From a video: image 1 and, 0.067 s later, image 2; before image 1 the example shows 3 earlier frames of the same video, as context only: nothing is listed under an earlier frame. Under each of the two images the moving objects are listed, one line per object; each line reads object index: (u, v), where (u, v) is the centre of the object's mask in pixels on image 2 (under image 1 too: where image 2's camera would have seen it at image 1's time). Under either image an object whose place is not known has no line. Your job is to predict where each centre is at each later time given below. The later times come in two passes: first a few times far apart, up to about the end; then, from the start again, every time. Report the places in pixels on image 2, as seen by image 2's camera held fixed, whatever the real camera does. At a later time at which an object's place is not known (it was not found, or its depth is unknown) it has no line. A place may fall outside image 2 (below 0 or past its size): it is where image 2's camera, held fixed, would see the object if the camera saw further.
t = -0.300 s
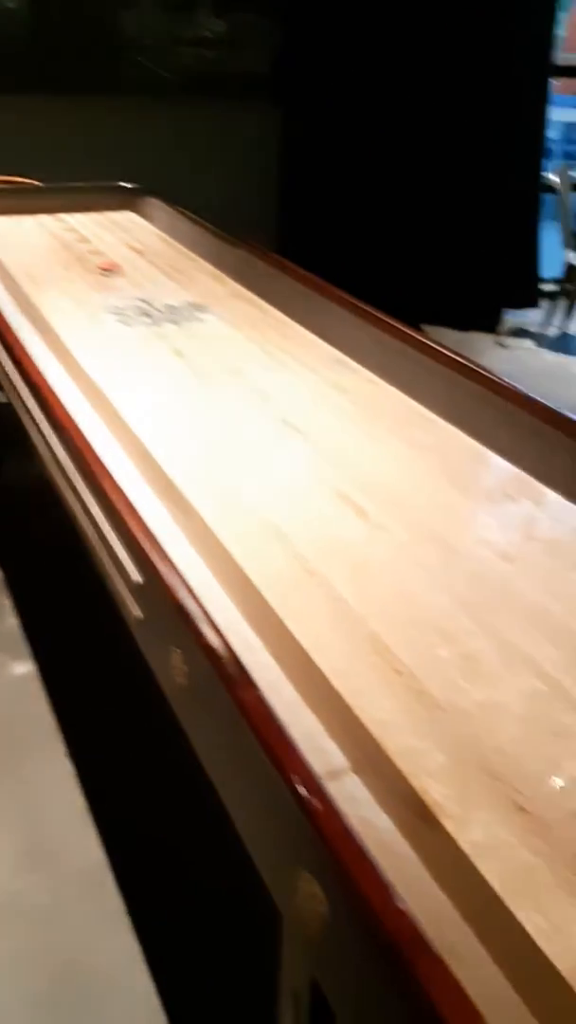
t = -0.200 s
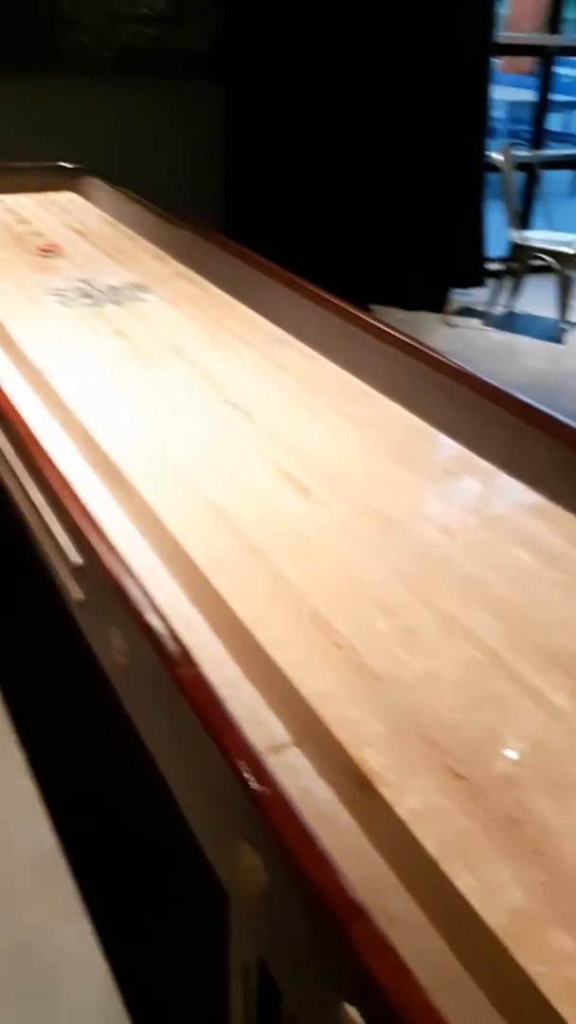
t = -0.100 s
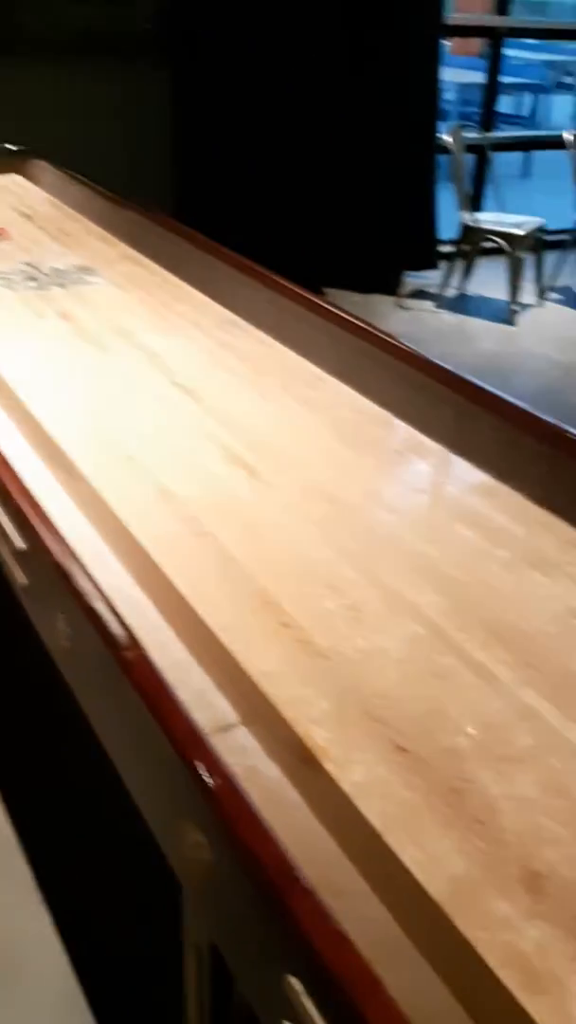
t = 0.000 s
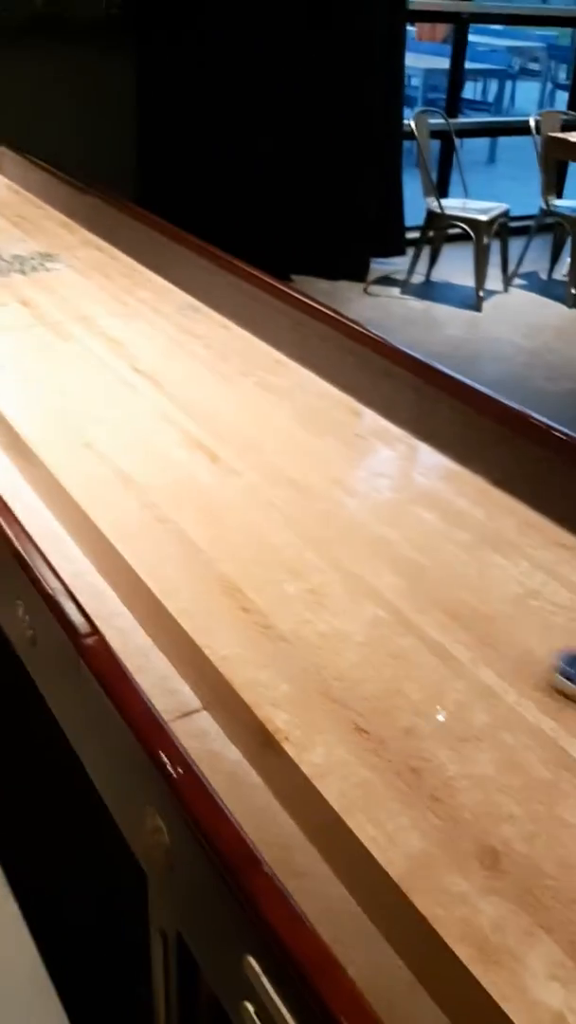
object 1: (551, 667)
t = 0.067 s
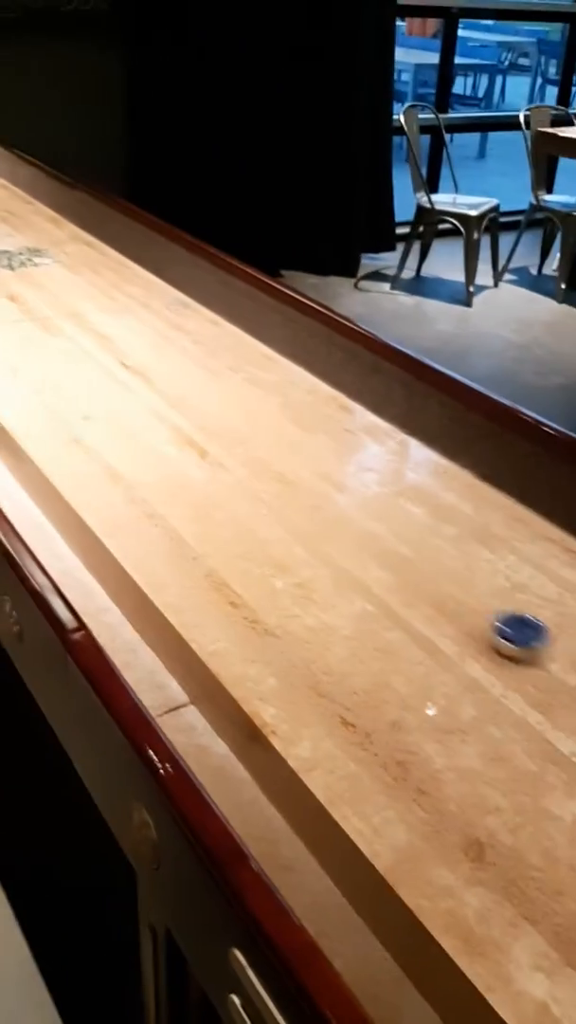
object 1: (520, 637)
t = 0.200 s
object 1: (438, 583)
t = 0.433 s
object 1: (328, 510)
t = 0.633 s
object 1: (259, 462)
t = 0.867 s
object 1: (196, 419)
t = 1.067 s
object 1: (152, 389)
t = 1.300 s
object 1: (112, 361)
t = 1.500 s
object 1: (84, 342)
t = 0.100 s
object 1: (497, 623)
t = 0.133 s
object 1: (476, 608)
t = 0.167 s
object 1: (457, 596)
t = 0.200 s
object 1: (438, 583)
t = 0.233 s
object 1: (420, 571)
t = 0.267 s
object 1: (403, 560)
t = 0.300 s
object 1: (387, 549)
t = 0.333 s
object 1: (371, 539)
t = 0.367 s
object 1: (356, 528)
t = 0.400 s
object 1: (342, 519)
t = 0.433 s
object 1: (328, 510)
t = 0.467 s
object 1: (315, 501)
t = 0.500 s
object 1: (303, 493)
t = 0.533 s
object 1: (291, 485)
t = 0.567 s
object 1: (280, 477)
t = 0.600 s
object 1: (269, 469)
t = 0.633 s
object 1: (259, 462)
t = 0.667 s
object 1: (249, 456)
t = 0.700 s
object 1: (240, 449)
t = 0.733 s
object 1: (230, 443)
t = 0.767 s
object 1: (221, 436)
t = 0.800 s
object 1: (213, 430)
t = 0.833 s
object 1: (204, 425)
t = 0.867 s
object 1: (196, 419)
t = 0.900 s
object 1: (188, 413)
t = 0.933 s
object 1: (180, 408)
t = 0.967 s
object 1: (173, 403)
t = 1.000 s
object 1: (166, 398)
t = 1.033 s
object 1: (158, 394)
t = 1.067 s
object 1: (152, 389)
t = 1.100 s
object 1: (145, 385)
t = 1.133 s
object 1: (139, 381)
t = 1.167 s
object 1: (133, 376)
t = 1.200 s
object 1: (127, 373)
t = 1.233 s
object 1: (122, 369)
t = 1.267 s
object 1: (116, 365)
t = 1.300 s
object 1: (112, 361)
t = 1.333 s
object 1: (107, 358)
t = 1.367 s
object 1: (102, 355)
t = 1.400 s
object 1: (97, 352)
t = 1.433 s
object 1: (93, 349)
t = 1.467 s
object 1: (88, 345)
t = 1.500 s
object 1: (84, 342)
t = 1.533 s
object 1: (80, 339)
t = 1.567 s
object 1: (76, 337)
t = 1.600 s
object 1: (72, 334)
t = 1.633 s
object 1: (68, 331)
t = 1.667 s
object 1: (65, 329)
